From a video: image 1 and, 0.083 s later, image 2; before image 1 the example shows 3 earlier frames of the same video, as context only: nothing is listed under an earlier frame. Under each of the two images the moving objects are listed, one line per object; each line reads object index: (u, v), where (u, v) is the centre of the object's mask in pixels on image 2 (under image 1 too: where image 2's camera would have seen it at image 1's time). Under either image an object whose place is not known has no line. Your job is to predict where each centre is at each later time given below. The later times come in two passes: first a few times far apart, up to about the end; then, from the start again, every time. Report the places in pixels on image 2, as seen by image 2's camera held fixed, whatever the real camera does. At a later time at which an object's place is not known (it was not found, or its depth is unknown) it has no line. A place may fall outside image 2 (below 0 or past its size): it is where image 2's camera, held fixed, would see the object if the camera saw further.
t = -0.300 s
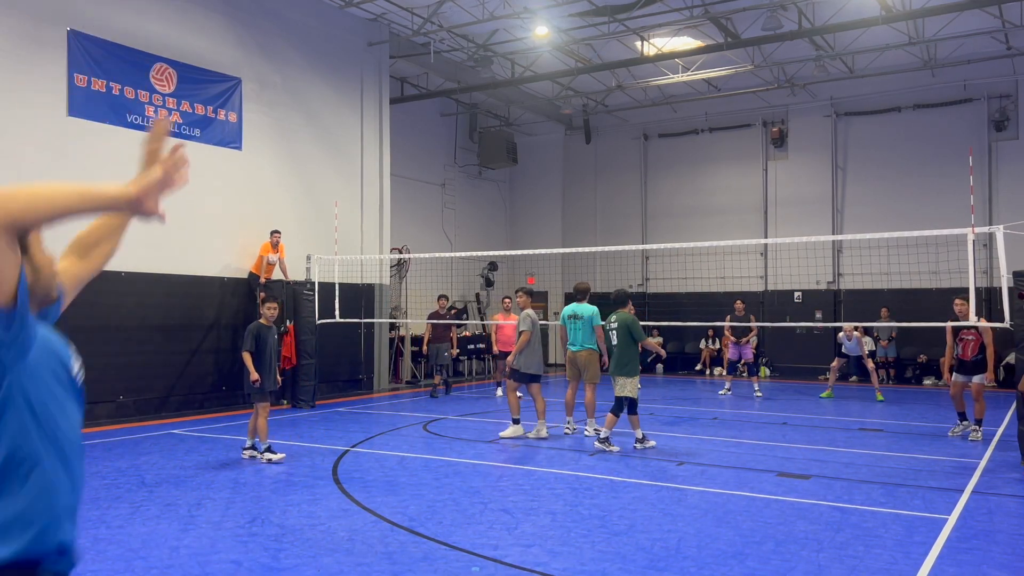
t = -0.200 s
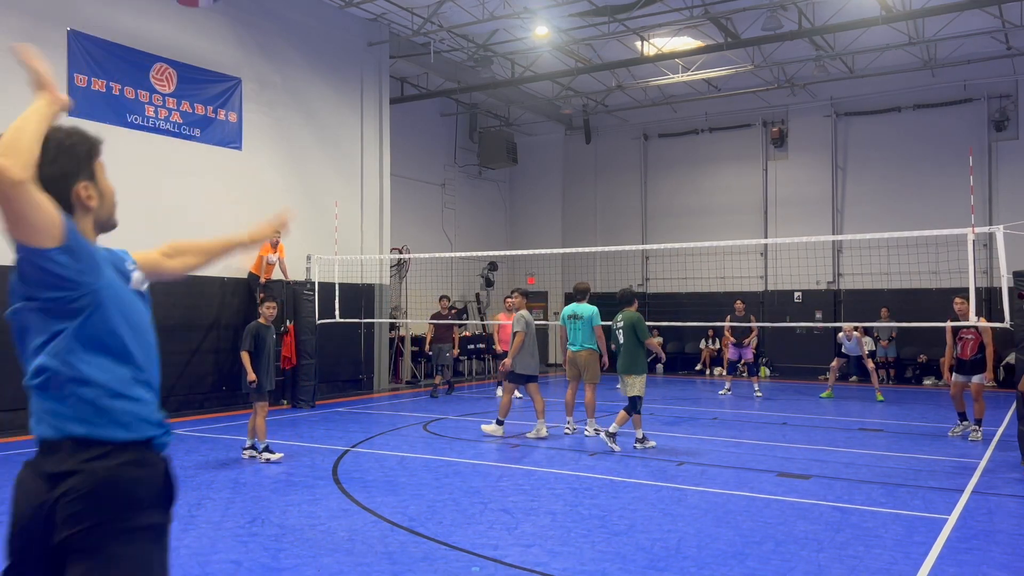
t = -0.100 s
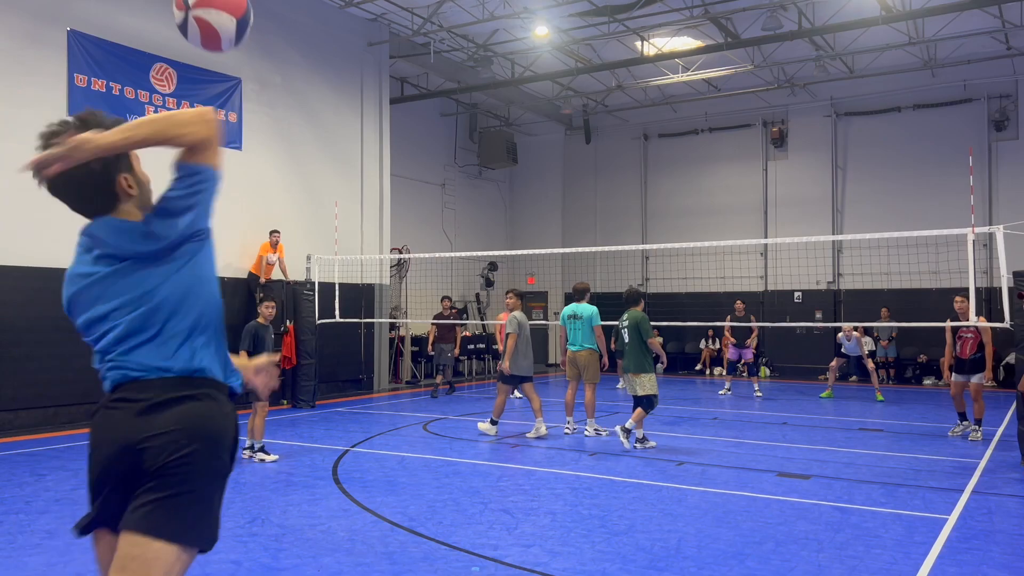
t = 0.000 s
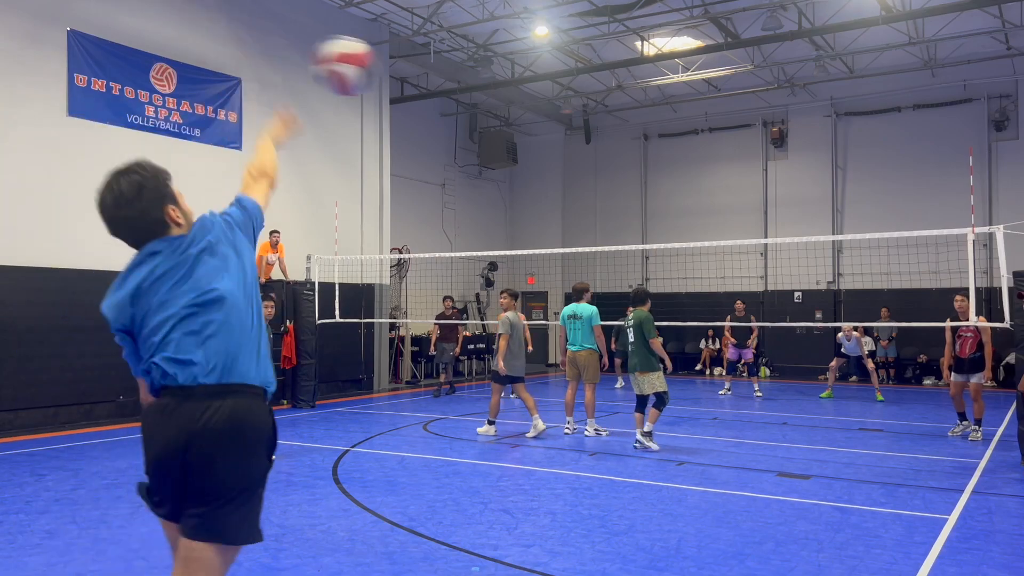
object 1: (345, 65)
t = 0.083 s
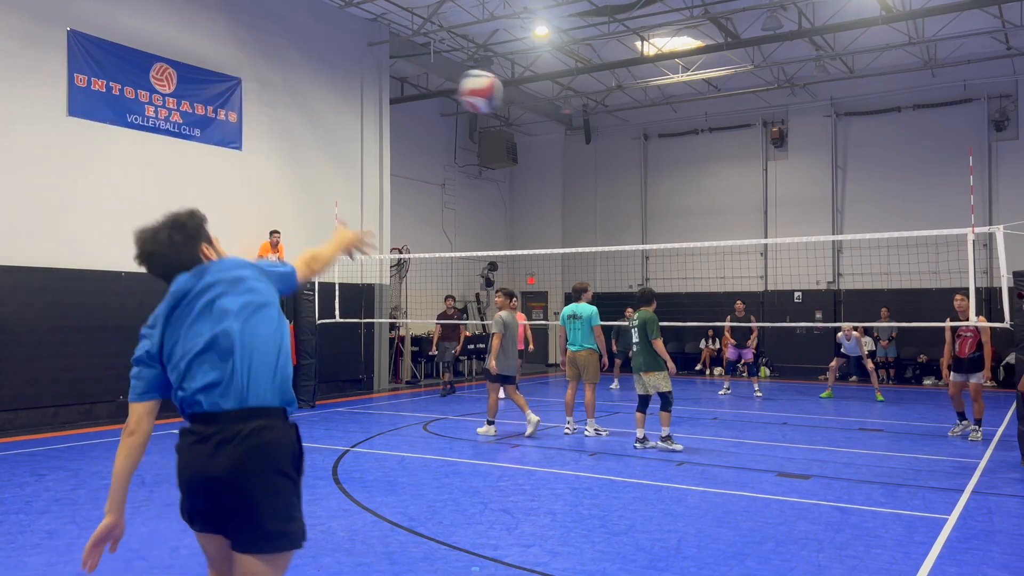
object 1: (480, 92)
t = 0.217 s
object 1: (584, 127)
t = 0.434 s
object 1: (659, 187)
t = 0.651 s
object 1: (690, 253)
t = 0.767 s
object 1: (699, 288)
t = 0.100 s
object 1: (498, 97)
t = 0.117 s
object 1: (514, 101)
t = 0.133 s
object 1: (528, 105)
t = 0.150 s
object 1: (542, 109)
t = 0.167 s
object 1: (554, 114)
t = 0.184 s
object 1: (566, 118)
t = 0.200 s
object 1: (575, 123)
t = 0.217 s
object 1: (584, 127)
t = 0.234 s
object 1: (593, 131)
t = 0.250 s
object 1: (601, 136)
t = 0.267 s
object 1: (609, 140)
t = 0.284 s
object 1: (616, 144)
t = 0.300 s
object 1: (622, 149)
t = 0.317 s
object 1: (629, 153)
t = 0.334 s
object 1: (634, 158)
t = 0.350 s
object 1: (639, 163)
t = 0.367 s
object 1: (644, 168)
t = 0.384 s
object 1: (648, 172)
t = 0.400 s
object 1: (652, 177)
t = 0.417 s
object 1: (656, 182)
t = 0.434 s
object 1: (659, 187)
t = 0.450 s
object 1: (663, 192)
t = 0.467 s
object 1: (666, 197)
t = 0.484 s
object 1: (668, 202)
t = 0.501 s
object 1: (671, 206)
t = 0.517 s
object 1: (673, 211)
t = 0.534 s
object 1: (676, 216)
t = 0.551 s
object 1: (678, 221)
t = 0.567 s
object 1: (680, 226)
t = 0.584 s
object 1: (682, 231)
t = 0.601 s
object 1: (684, 236)
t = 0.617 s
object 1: (686, 241)
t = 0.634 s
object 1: (688, 248)
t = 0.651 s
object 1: (690, 253)
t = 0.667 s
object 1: (691, 257)
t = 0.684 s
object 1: (693, 263)
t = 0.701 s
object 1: (694, 268)
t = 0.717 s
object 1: (695, 273)
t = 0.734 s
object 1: (697, 278)
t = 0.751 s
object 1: (697, 283)
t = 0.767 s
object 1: (699, 288)
